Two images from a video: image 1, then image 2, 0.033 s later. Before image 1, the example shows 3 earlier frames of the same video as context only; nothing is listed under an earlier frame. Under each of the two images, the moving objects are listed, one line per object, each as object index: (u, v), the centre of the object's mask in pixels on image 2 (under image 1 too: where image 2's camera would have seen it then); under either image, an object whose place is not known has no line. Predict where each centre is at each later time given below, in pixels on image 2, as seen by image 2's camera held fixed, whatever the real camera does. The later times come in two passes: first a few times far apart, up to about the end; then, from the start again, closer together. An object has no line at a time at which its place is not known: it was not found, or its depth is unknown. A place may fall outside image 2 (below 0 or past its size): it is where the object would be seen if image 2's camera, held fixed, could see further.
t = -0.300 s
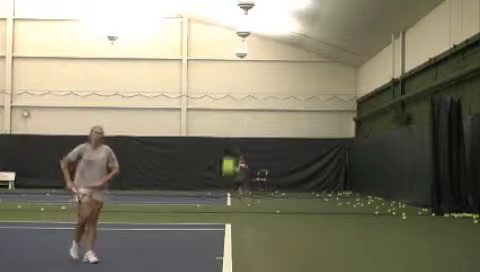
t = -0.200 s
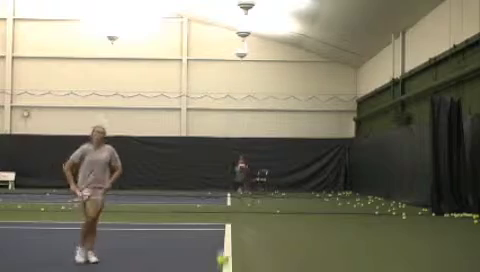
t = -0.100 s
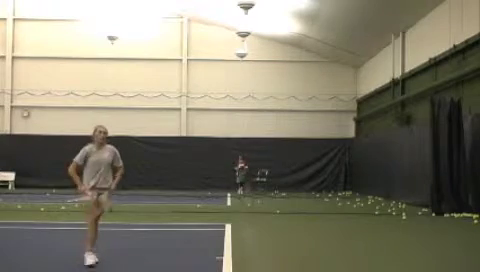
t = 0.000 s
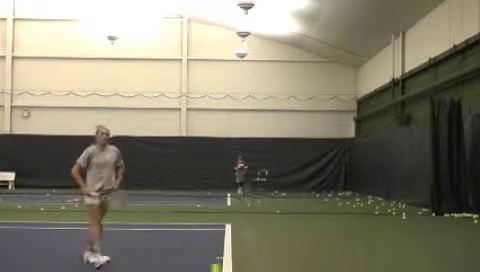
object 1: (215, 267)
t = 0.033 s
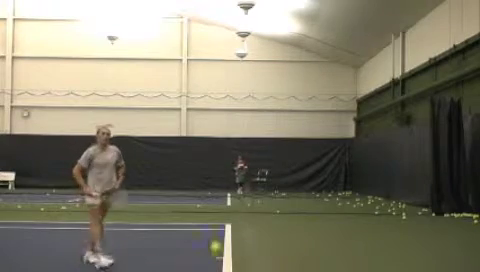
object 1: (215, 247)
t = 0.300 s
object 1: (211, 144)
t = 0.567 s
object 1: (207, 147)
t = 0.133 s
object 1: (213, 192)
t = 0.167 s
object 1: (213, 179)
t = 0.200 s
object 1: (212, 167)
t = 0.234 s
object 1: (212, 158)
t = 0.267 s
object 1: (211, 150)
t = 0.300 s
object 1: (211, 144)
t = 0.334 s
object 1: (210, 140)
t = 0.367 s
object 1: (210, 136)
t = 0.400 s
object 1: (210, 136)
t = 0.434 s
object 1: (210, 136)
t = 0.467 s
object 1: (209, 136)
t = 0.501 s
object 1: (209, 136)
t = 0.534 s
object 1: (210, 135)
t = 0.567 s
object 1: (207, 147)
